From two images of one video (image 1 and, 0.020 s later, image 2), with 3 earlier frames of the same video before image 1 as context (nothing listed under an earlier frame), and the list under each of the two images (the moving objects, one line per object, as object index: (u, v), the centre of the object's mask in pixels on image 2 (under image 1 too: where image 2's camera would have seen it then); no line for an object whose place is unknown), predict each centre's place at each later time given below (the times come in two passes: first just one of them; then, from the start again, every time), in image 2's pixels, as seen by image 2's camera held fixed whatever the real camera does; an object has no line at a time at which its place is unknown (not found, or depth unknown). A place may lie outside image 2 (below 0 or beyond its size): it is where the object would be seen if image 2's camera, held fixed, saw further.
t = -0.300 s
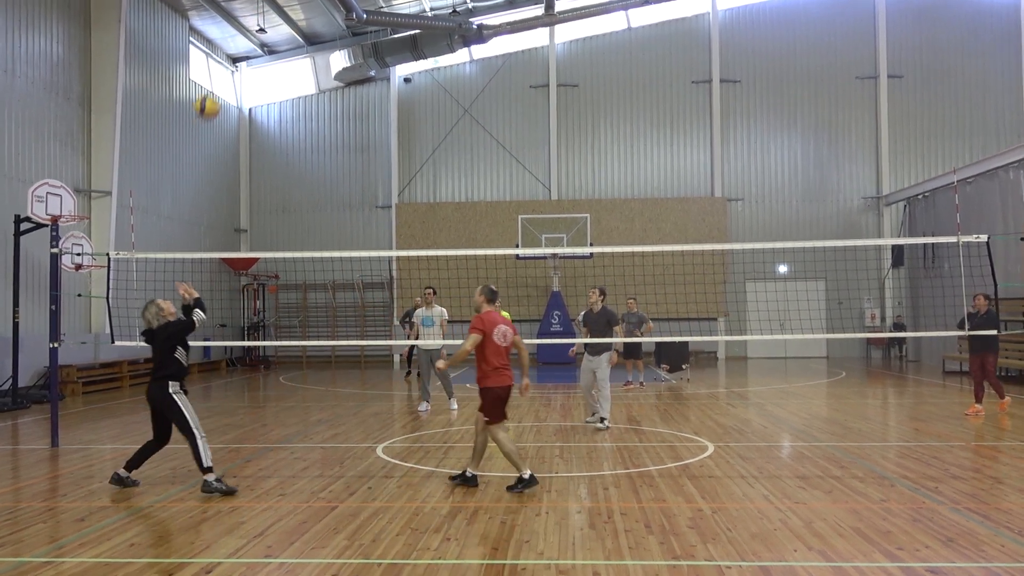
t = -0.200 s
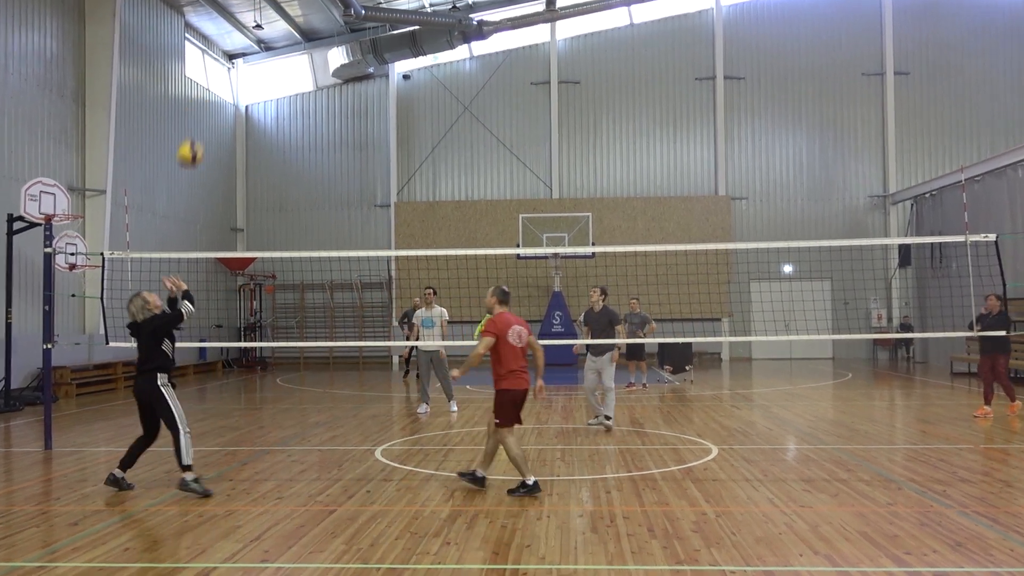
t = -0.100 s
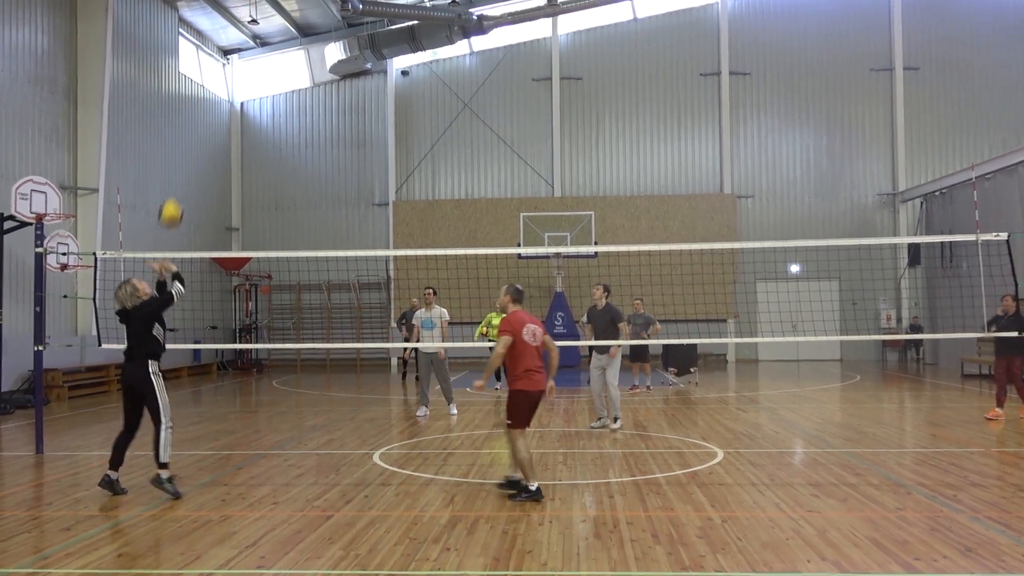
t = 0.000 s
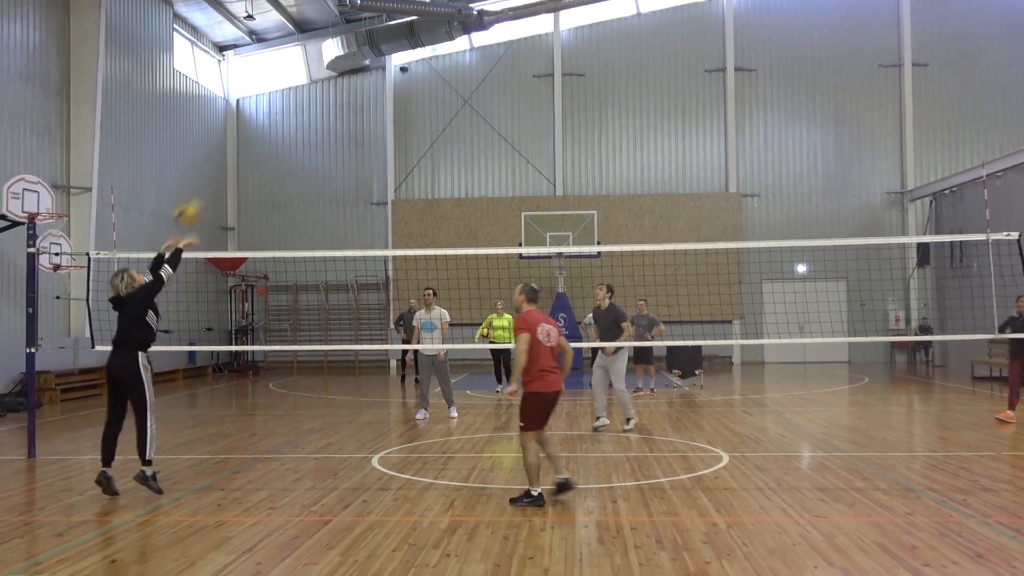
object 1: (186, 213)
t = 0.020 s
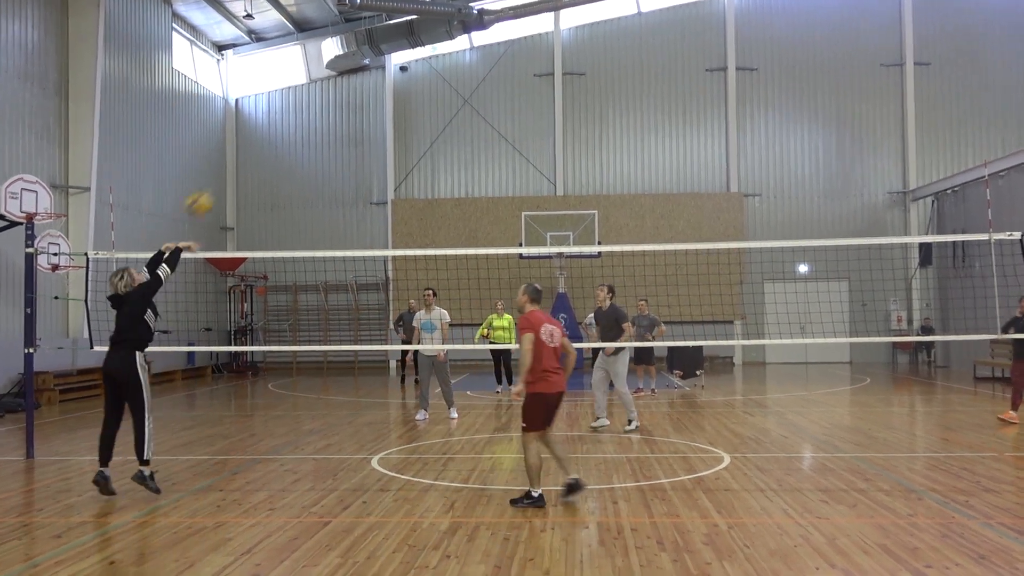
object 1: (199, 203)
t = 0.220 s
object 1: (300, 134)
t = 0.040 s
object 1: (211, 194)
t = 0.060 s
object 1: (223, 185)
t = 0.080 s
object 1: (234, 176)
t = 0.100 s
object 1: (244, 169)
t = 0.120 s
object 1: (252, 162)
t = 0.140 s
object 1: (262, 154)
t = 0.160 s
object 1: (272, 148)
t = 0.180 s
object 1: (282, 144)
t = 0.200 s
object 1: (291, 139)
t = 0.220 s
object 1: (300, 134)
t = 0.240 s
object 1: (308, 131)
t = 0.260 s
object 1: (316, 127)
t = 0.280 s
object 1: (325, 124)
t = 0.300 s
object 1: (333, 121)
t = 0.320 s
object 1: (340, 120)
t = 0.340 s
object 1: (347, 117)
